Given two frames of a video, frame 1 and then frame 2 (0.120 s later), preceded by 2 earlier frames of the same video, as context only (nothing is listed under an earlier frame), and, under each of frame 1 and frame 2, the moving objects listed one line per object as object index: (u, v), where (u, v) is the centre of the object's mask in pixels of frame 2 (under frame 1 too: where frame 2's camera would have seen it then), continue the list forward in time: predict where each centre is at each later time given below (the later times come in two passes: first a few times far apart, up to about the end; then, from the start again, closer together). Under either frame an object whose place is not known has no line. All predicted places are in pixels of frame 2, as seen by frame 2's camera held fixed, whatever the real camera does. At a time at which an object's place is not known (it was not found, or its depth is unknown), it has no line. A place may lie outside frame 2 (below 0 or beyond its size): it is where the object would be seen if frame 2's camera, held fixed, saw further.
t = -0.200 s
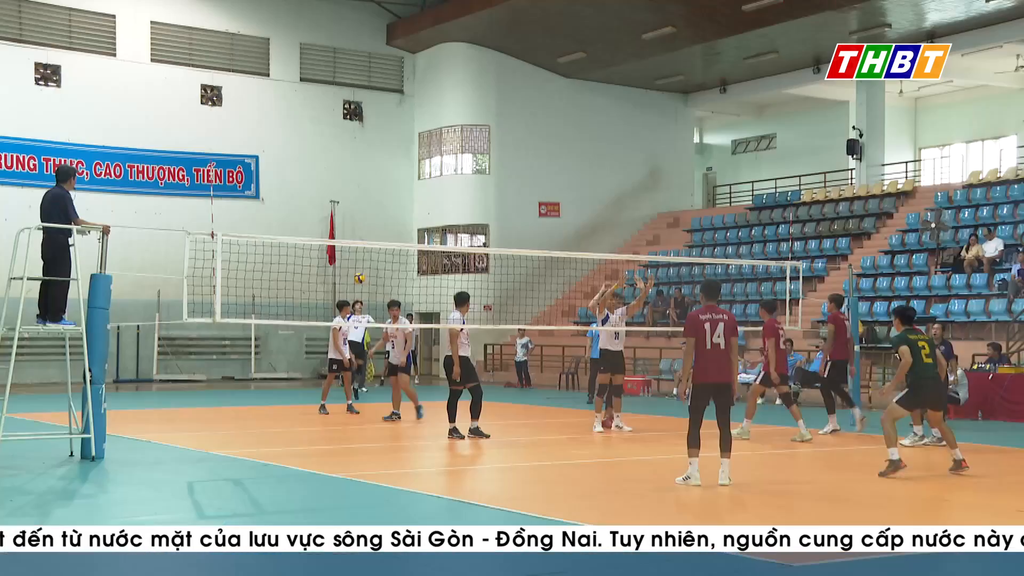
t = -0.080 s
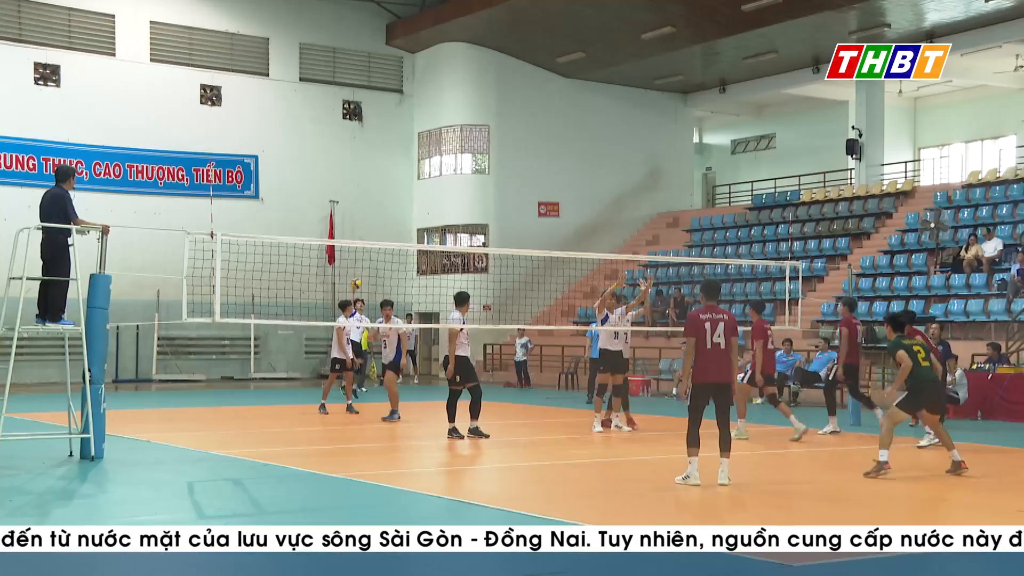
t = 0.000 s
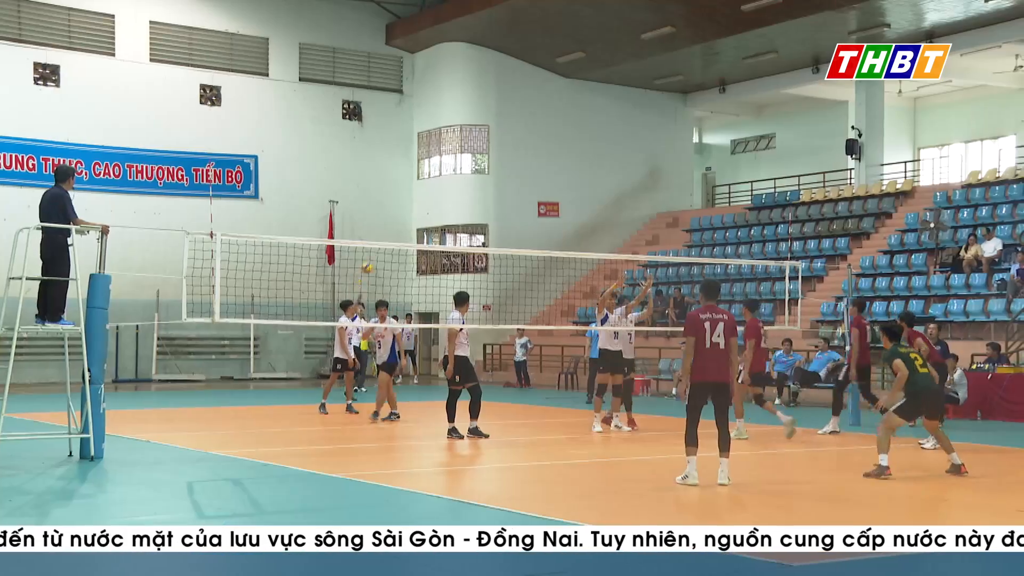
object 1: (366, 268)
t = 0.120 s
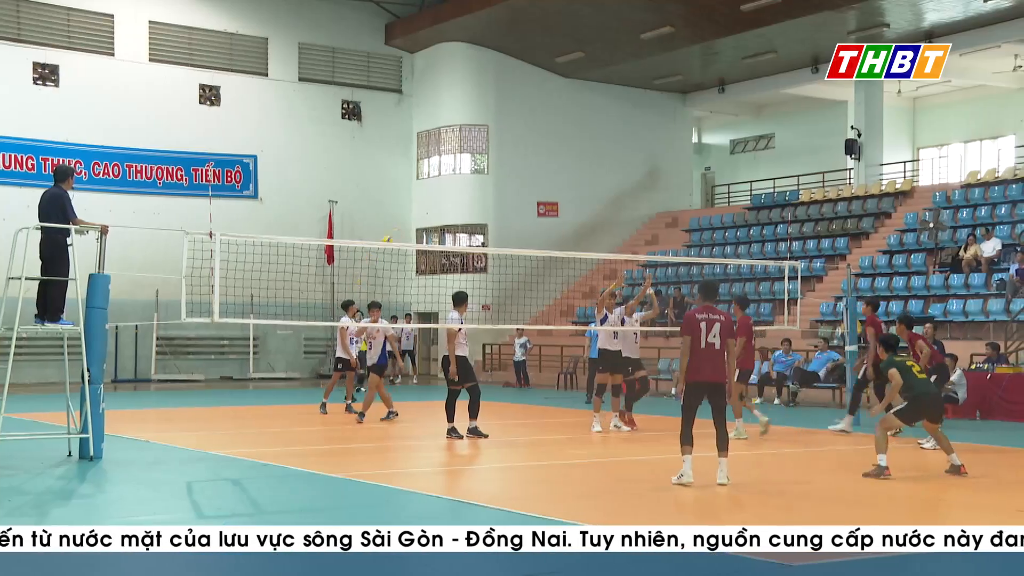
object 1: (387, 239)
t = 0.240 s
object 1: (413, 220)
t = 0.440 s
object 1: (464, 199)
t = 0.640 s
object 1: (531, 209)
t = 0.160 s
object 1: (395, 234)
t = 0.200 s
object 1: (404, 227)
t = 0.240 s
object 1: (413, 220)
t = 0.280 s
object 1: (422, 214)
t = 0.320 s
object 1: (431, 208)
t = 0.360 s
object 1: (442, 203)
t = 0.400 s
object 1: (453, 200)
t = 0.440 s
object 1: (464, 199)
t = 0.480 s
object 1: (477, 198)
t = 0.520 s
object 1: (489, 198)
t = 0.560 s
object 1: (502, 201)
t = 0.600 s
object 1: (517, 204)
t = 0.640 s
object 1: (531, 209)
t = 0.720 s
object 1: (557, 226)
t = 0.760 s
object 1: (571, 236)
